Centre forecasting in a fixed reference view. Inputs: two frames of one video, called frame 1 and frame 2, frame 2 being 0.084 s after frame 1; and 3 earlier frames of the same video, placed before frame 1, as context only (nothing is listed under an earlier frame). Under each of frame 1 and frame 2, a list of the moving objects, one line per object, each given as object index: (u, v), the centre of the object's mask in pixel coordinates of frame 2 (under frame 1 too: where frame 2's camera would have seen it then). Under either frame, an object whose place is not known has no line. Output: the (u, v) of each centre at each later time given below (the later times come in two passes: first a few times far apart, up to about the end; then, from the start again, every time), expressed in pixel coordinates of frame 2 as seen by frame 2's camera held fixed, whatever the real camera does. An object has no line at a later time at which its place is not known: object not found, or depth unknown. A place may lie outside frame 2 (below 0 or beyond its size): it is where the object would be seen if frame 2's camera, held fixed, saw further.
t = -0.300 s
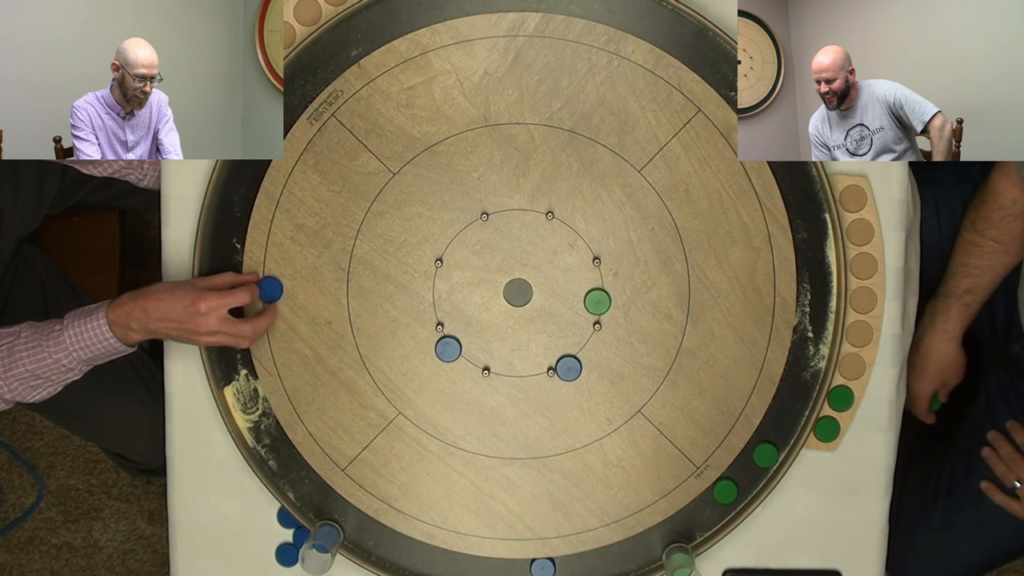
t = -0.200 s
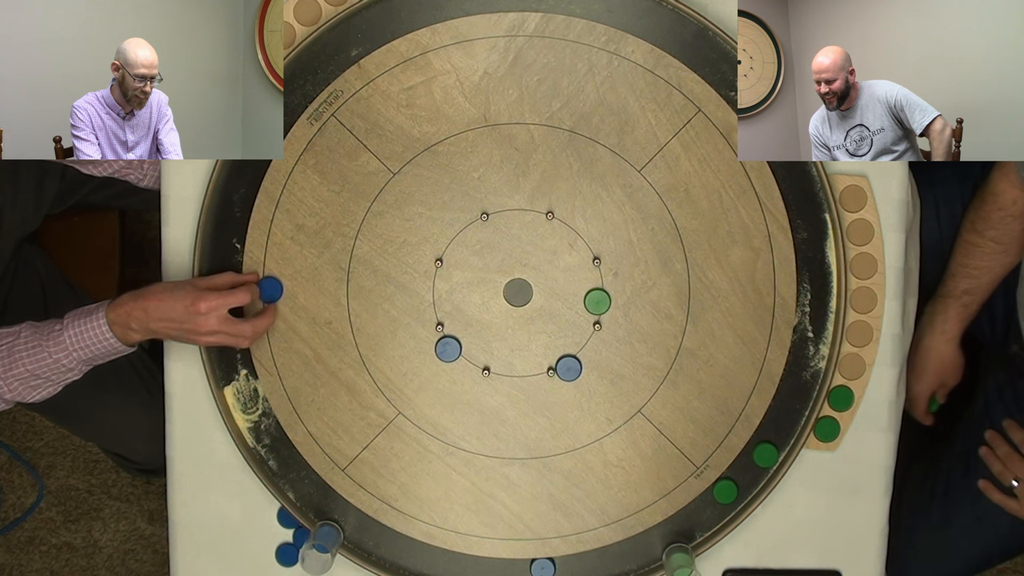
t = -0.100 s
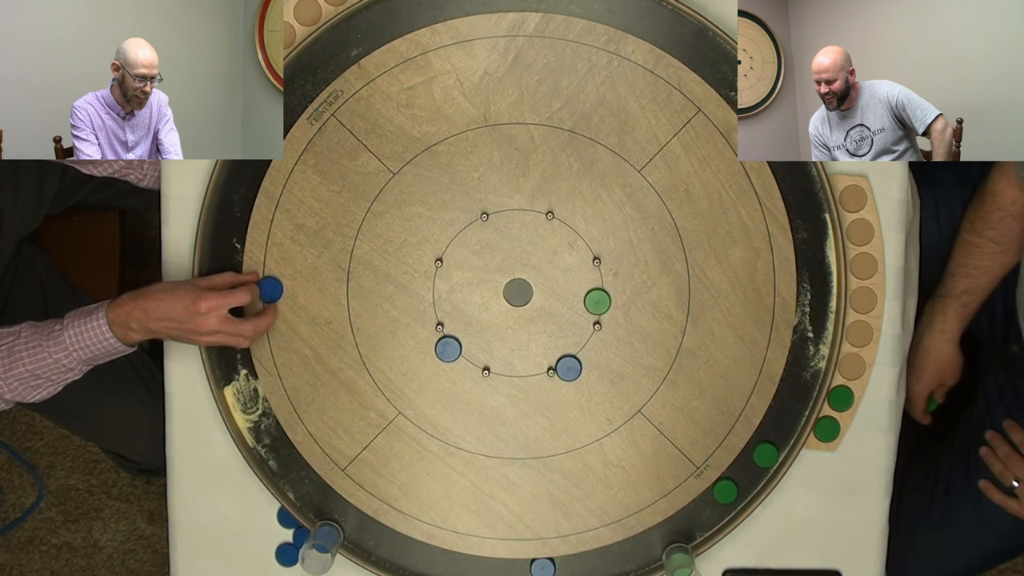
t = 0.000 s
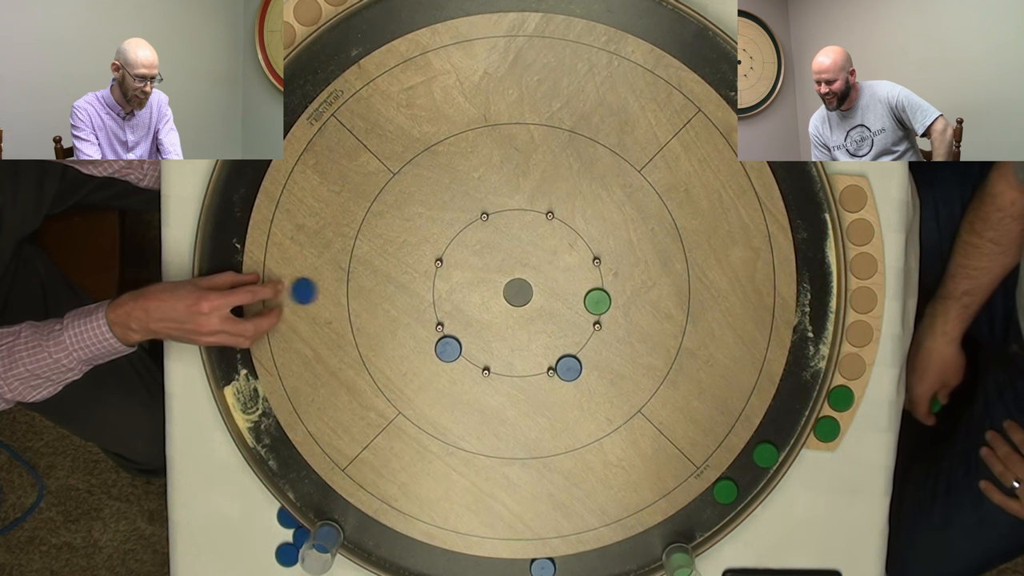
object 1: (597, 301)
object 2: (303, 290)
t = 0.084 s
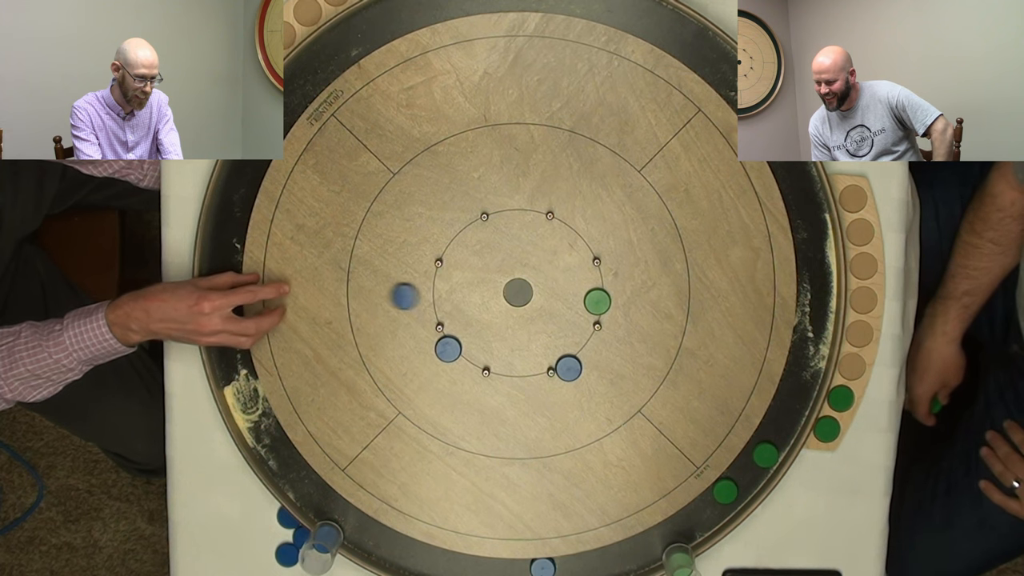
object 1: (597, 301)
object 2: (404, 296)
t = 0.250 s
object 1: (612, 300)
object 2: (573, 305)
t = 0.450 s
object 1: (775, 292)
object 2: (589, 309)
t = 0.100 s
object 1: (597, 301)
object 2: (424, 297)
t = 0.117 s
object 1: (597, 301)
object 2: (443, 298)
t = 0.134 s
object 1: (597, 301)
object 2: (462, 299)
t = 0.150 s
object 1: (597, 301)
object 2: (481, 300)
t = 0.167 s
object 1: (597, 301)
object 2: (499, 301)
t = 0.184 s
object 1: (597, 301)
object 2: (518, 301)
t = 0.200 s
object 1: (597, 301)
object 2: (535, 302)
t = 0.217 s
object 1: (597, 301)
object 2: (552, 302)
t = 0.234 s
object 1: (597, 301)
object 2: (569, 304)
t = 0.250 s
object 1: (612, 300)
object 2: (573, 305)
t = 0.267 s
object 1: (628, 299)
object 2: (576, 306)
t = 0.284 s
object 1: (643, 298)
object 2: (578, 307)
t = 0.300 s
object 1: (658, 297)
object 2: (581, 308)
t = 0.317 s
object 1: (673, 297)
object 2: (583, 308)
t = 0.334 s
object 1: (687, 296)
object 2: (585, 309)
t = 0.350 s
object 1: (700, 295)
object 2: (587, 309)
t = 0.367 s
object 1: (714, 295)
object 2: (588, 310)
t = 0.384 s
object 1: (728, 294)
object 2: (588, 310)
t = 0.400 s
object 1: (740, 293)
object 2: (589, 309)
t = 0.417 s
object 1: (752, 293)
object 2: (589, 309)
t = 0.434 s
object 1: (763, 292)
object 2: (589, 309)
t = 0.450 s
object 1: (775, 292)
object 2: (589, 309)
